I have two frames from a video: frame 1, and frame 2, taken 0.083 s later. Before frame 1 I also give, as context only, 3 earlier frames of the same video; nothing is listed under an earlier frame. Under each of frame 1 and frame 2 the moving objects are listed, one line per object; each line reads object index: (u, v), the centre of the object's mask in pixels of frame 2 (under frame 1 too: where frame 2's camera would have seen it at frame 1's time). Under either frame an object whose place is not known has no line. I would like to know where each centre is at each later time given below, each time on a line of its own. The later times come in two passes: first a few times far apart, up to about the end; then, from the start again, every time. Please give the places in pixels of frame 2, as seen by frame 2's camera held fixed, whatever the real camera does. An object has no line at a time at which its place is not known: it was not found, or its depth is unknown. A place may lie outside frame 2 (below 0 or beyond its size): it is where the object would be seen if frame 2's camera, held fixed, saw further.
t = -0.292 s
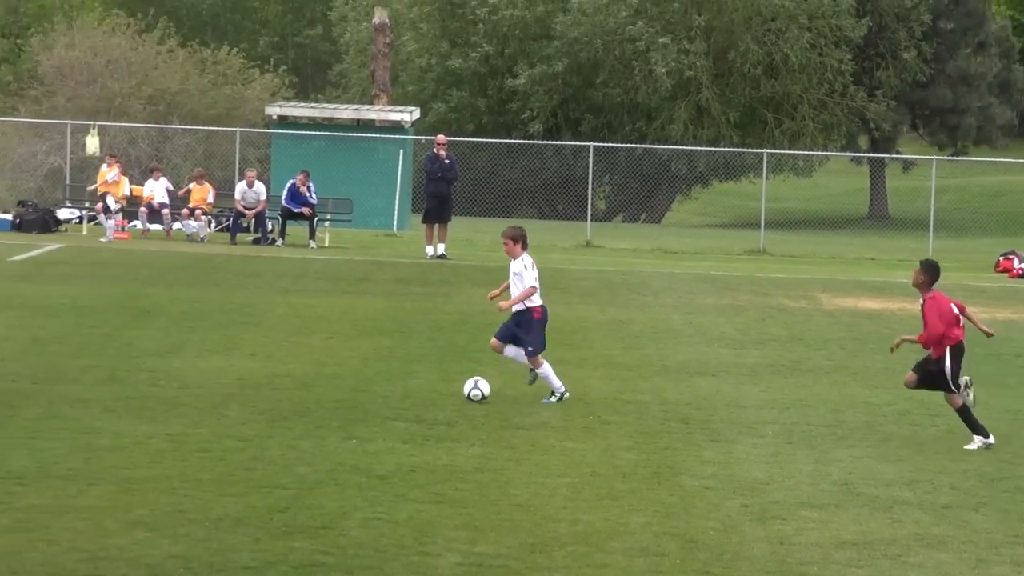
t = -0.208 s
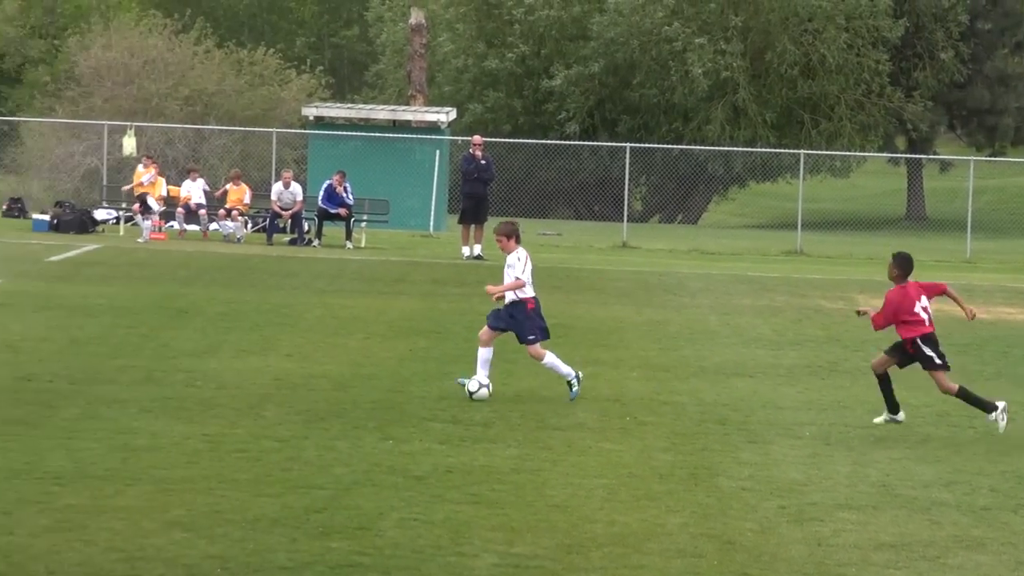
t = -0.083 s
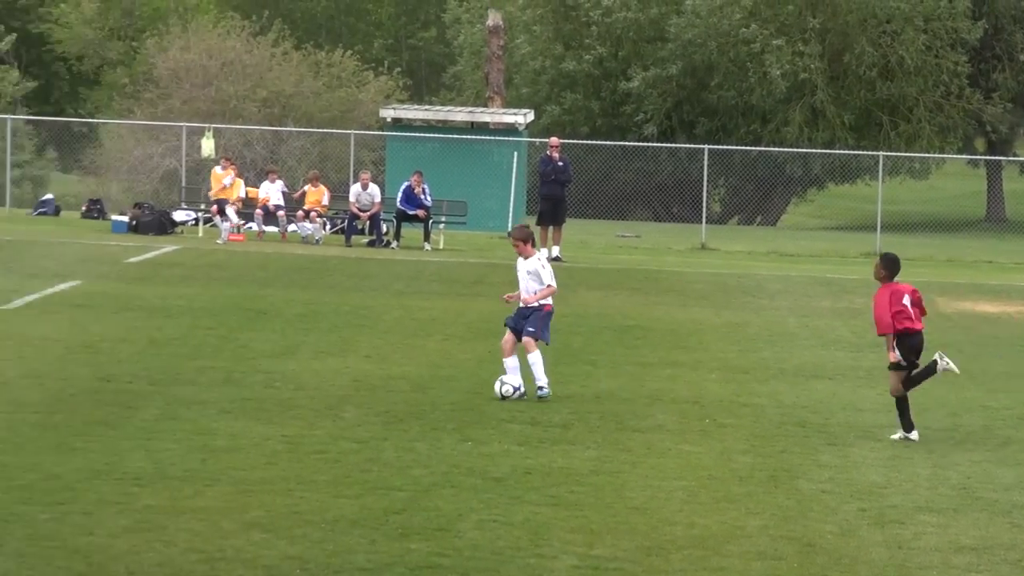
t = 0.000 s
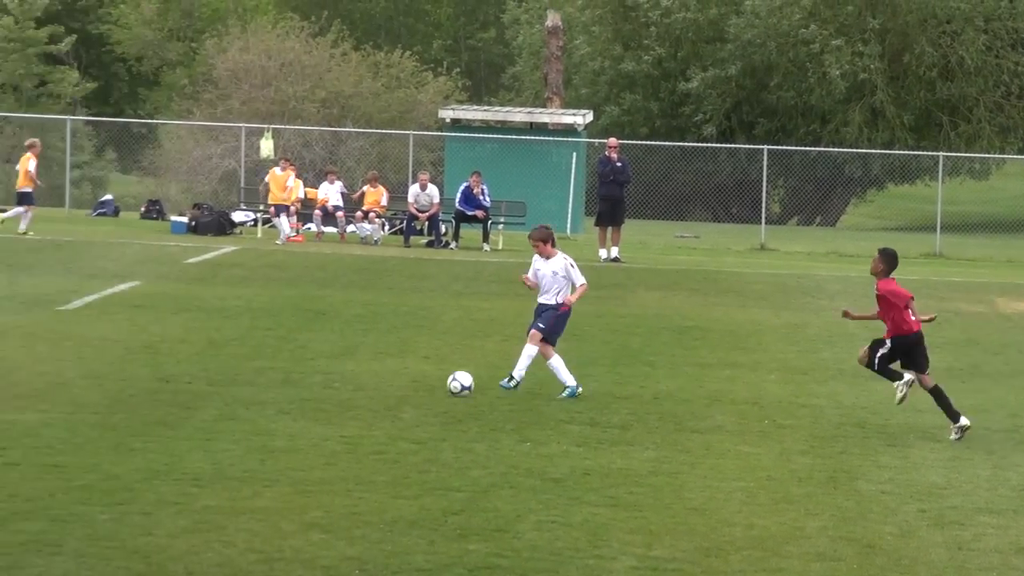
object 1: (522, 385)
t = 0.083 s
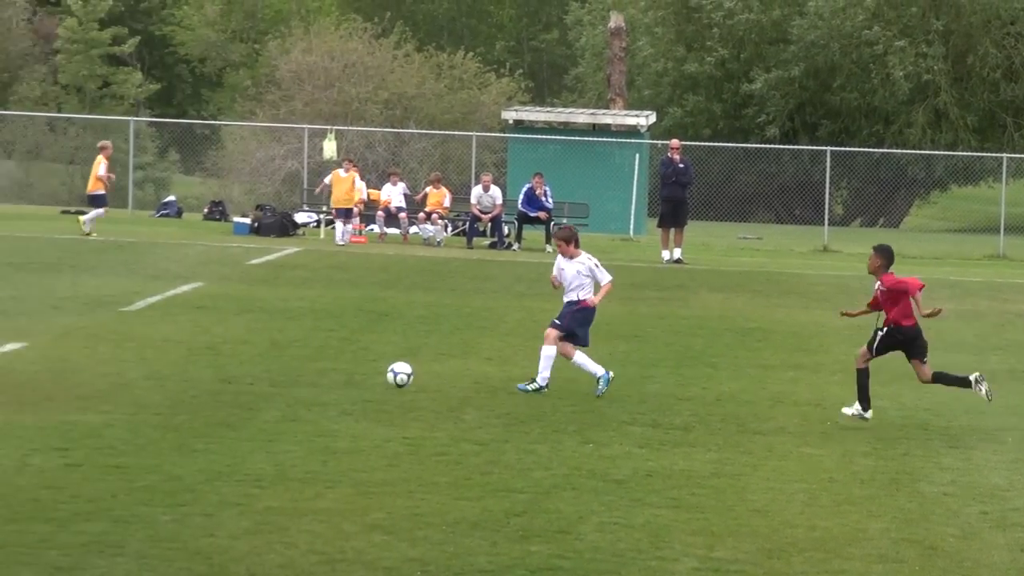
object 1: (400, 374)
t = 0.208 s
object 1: (218, 373)
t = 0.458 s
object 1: (-80, 361)
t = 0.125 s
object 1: (339, 372)
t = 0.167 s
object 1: (278, 373)
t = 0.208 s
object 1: (218, 373)
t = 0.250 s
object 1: (167, 368)
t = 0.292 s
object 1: (116, 364)
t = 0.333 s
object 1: (65, 363)
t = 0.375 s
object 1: (14, 364)
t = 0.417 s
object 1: (-34, 362)
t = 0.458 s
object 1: (-80, 361)
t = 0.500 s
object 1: (-125, 361)
